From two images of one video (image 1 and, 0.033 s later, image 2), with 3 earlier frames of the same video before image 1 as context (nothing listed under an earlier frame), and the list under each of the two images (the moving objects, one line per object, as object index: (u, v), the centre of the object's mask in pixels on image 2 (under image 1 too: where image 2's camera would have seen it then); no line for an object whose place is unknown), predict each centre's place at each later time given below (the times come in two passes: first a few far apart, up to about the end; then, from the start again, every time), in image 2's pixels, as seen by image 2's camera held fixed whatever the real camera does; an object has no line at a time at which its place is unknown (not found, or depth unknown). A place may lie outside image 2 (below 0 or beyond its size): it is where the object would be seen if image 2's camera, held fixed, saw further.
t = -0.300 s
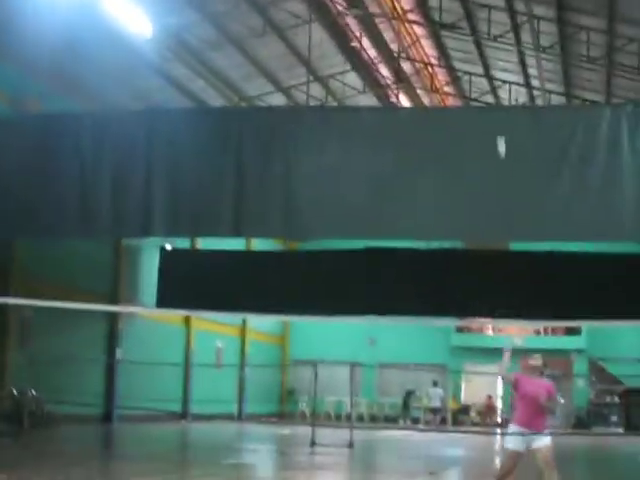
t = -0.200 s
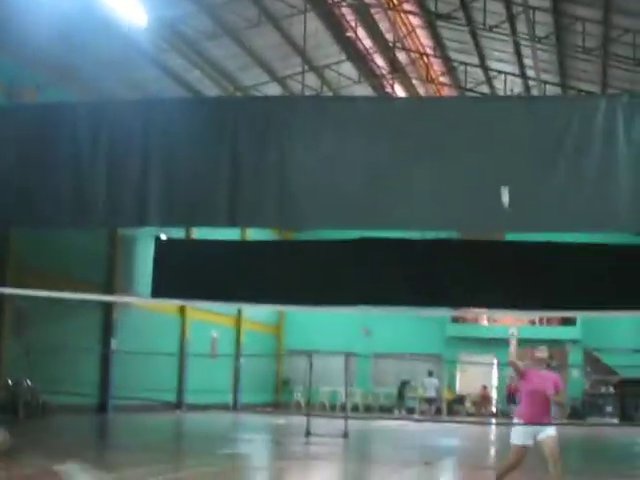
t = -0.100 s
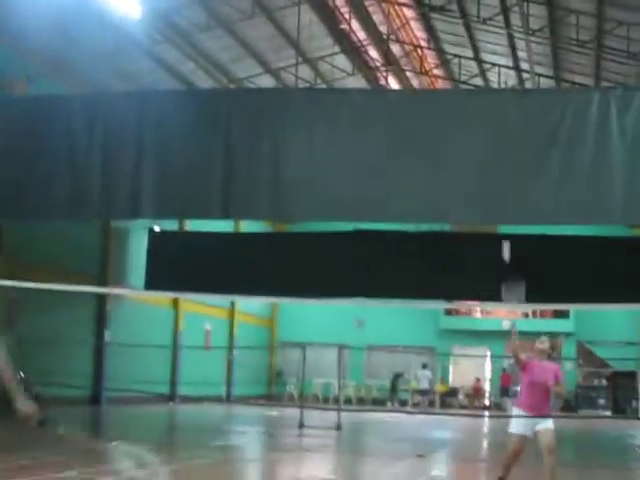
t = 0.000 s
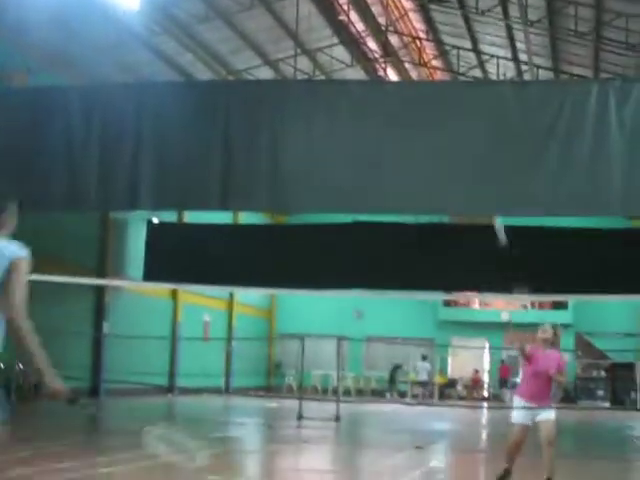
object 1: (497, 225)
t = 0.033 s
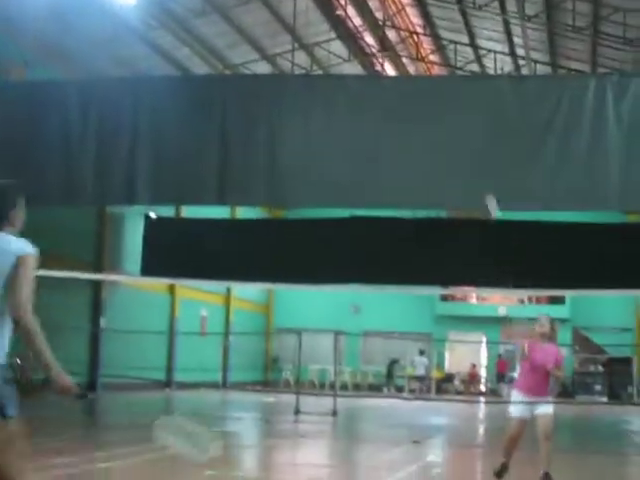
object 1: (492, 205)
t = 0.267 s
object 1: (469, 114)
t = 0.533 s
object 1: (431, 124)
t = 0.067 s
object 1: (490, 188)
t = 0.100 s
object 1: (487, 171)
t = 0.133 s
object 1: (484, 156)
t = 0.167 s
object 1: (480, 143)
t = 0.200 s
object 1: (476, 132)
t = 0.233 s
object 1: (472, 122)
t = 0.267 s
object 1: (469, 114)
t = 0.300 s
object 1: (465, 108)
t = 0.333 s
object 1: (460, 104)
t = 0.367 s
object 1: (456, 101)
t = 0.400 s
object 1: (452, 100)
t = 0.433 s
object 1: (447, 103)
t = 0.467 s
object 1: (442, 108)
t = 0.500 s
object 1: (436, 114)
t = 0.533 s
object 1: (431, 124)
